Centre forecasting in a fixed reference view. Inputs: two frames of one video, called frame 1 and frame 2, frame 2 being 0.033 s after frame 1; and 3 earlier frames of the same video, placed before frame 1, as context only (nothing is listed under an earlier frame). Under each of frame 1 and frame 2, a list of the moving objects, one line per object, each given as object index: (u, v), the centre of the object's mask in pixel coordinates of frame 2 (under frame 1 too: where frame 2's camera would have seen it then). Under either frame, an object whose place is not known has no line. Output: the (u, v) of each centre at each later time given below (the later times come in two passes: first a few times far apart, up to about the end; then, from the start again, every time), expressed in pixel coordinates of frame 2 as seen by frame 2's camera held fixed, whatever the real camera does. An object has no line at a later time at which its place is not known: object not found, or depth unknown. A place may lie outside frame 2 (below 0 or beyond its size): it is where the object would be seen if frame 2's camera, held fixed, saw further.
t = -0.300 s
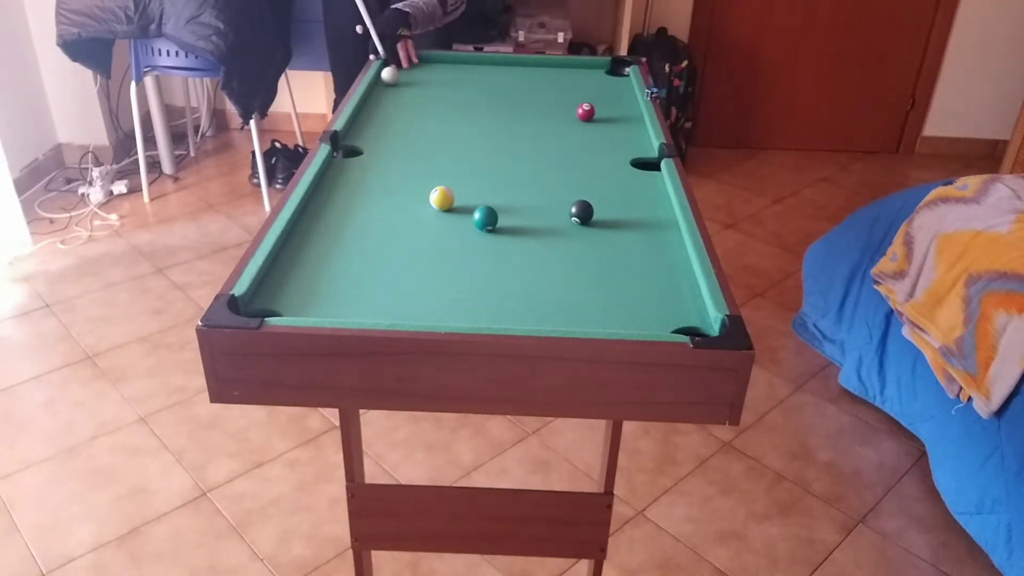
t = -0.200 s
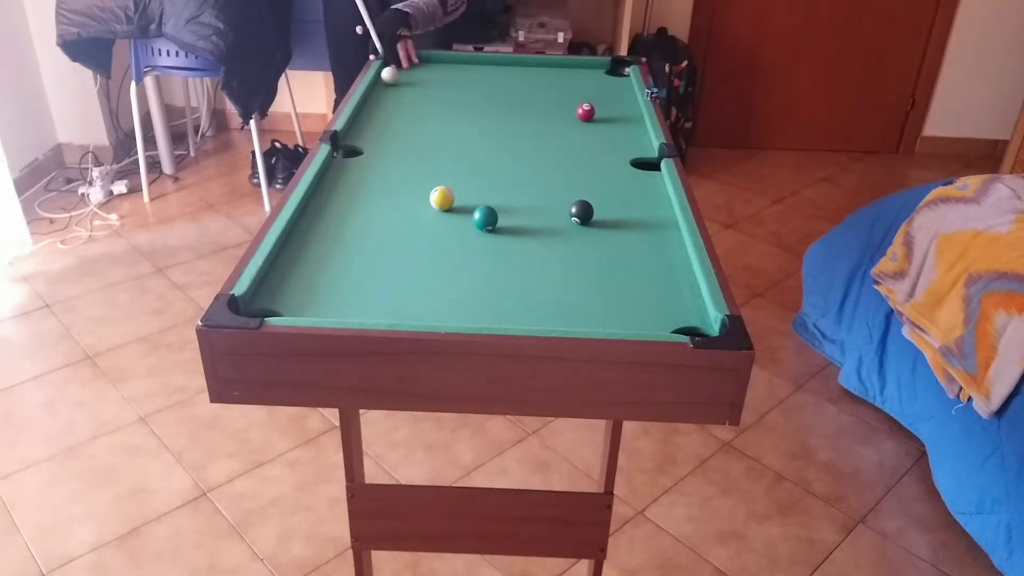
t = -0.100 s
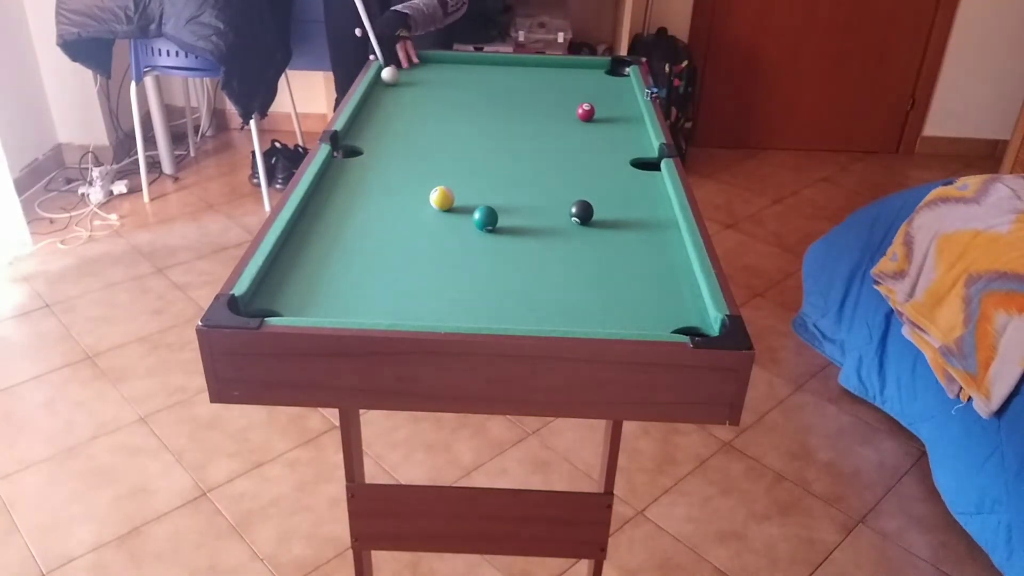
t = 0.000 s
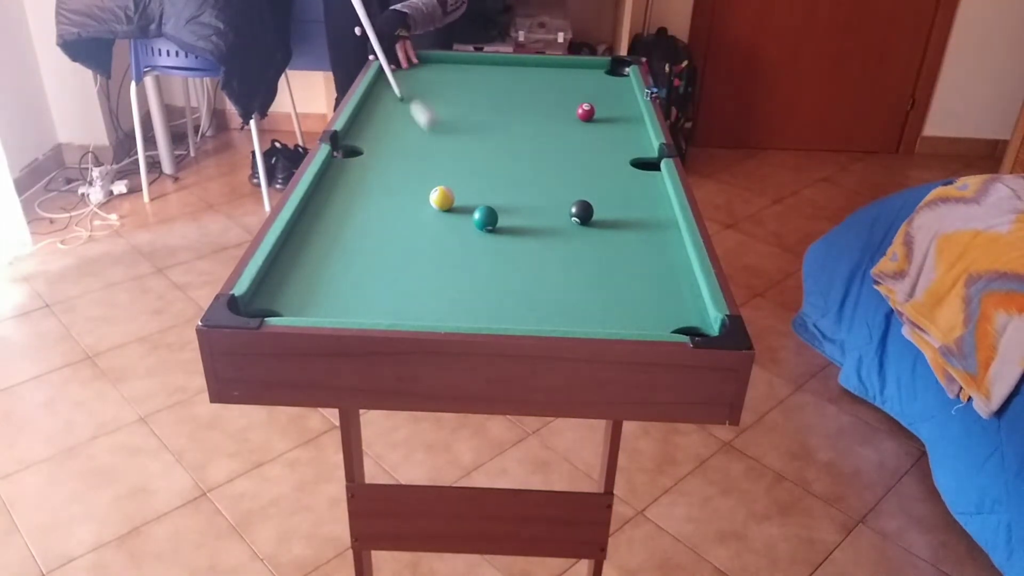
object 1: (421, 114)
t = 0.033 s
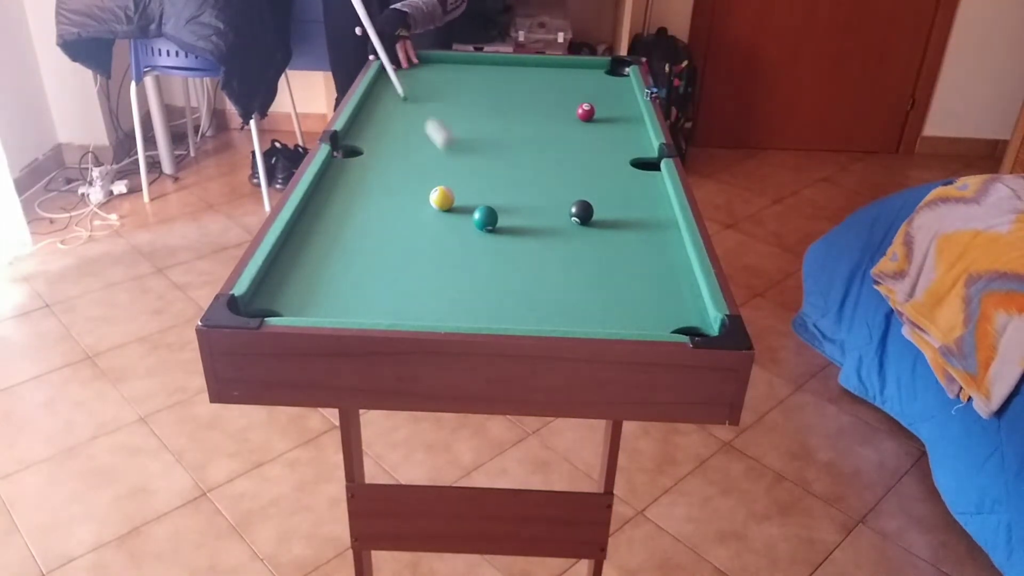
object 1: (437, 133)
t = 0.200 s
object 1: (558, 238)
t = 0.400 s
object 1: (647, 303)
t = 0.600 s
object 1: (568, 247)
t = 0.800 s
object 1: (531, 216)
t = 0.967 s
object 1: (506, 193)
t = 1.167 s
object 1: (481, 170)
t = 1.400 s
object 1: (458, 147)
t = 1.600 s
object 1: (444, 130)
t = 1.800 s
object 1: (432, 116)
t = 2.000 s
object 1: (423, 103)
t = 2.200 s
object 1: (417, 92)
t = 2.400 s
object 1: (413, 83)
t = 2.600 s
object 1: (408, 74)
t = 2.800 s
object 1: (406, 67)
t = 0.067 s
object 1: (455, 154)
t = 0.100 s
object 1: (473, 176)
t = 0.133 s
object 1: (492, 196)
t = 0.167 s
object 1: (524, 219)
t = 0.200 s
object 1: (558, 238)
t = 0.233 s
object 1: (596, 258)
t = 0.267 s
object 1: (635, 280)
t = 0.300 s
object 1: (680, 306)
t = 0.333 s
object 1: (699, 324)
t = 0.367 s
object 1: (671, 316)
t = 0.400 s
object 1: (647, 303)
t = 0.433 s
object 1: (627, 290)
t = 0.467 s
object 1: (610, 279)
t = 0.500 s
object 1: (596, 269)
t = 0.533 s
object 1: (583, 260)
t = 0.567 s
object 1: (575, 253)
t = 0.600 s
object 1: (568, 247)
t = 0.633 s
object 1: (561, 242)
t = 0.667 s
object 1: (554, 236)
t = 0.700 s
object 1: (548, 231)
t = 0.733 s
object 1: (542, 226)
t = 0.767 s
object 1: (536, 221)
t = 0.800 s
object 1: (531, 216)
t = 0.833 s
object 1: (526, 211)
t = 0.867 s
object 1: (520, 206)
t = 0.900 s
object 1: (515, 202)
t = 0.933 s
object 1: (510, 197)
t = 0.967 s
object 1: (506, 193)
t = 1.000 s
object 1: (501, 189)
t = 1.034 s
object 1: (497, 185)
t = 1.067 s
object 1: (492, 181)
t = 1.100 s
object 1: (489, 177)
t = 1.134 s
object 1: (485, 174)
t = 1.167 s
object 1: (481, 170)
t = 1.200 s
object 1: (478, 166)
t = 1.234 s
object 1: (474, 163)
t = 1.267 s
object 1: (471, 160)
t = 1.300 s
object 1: (467, 156)
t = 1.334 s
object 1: (464, 153)
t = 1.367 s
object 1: (461, 150)
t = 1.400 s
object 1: (458, 147)
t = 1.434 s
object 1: (456, 144)
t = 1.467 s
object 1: (453, 141)
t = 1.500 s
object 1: (450, 138)
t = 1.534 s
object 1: (448, 136)
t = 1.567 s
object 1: (446, 133)
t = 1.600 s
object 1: (444, 130)
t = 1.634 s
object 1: (441, 128)
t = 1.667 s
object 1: (440, 125)
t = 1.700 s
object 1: (437, 123)
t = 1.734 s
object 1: (436, 120)
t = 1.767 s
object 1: (433, 118)
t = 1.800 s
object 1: (432, 116)
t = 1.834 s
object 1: (430, 113)
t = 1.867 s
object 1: (429, 111)
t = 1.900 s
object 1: (427, 109)
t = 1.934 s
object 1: (426, 107)
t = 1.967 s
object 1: (425, 105)
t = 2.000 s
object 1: (423, 103)
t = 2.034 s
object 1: (422, 101)
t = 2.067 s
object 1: (421, 99)
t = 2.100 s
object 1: (420, 98)
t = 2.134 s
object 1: (419, 96)
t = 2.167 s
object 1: (418, 94)
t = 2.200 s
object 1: (417, 92)
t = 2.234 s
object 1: (416, 91)
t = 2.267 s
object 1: (416, 89)
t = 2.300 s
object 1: (414, 88)
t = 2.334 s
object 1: (414, 86)
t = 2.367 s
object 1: (413, 85)
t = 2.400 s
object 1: (413, 83)
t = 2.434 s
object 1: (412, 82)
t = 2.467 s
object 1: (411, 80)
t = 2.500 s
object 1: (410, 77)
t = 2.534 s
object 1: (410, 76)
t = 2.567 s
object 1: (409, 75)
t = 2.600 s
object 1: (408, 74)
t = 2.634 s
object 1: (408, 73)
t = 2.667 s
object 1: (408, 72)
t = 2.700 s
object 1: (407, 70)
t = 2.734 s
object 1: (407, 69)
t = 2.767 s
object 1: (407, 68)
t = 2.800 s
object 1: (406, 67)
